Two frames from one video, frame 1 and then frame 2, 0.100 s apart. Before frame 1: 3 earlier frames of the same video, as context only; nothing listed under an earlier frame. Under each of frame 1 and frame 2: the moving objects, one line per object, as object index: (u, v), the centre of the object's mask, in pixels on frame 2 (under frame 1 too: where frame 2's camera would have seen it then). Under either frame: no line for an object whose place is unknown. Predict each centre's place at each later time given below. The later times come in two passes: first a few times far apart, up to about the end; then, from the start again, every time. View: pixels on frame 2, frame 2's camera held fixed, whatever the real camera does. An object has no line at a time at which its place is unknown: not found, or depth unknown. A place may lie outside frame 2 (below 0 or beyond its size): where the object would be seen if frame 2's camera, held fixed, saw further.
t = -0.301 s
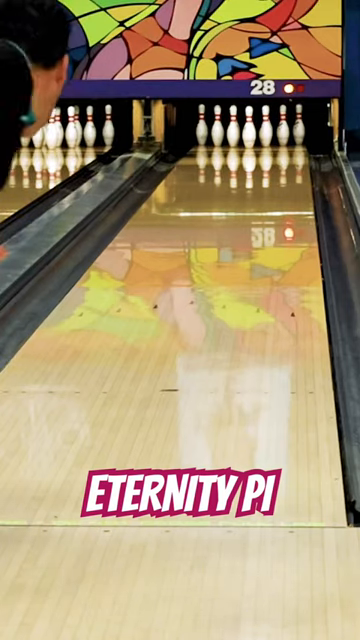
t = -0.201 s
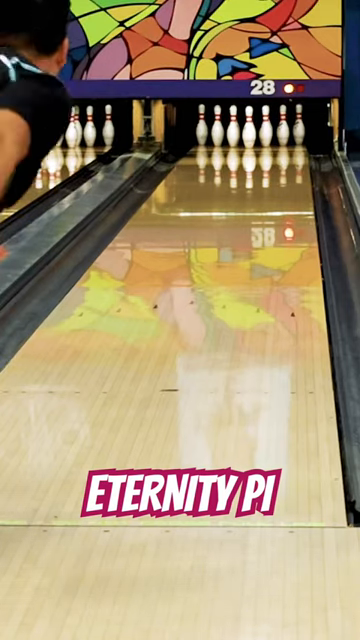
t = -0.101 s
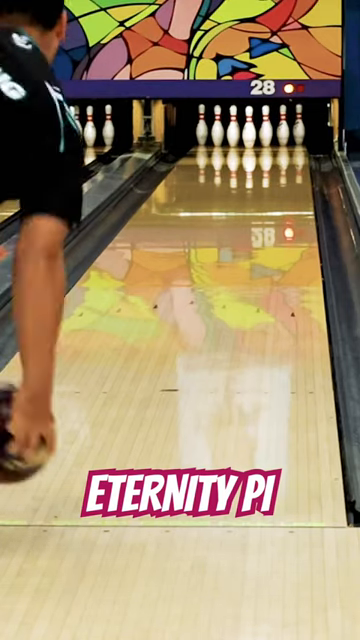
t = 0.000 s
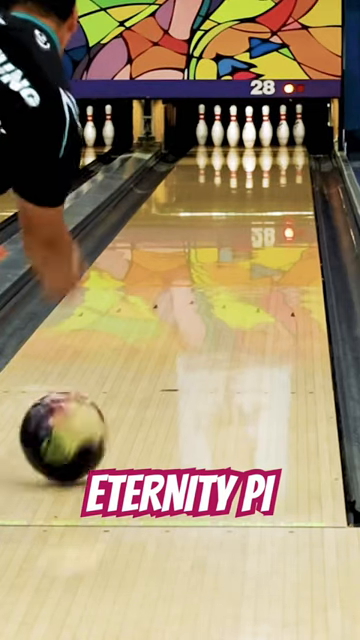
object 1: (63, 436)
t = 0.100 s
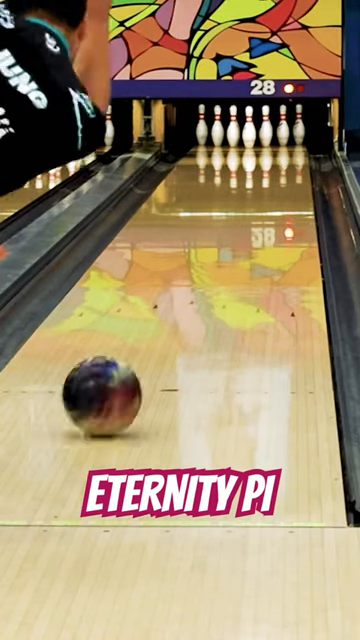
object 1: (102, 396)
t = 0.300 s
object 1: (157, 333)
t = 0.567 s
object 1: (205, 275)
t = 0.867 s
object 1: (239, 232)
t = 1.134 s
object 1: (260, 205)
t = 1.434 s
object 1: (275, 182)
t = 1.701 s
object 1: (284, 167)
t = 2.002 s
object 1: (283, 152)
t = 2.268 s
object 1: (273, 142)
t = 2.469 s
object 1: (264, 136)
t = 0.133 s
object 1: (112, 384)
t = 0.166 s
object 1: (123, 373)
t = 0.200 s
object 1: (131, 362)
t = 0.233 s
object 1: (141, 351)
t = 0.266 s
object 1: (149, 341)
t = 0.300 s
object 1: (157, 333)
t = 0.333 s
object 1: (164, 324)
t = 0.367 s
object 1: (171, 315)
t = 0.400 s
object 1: (177, 307)
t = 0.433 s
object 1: (184, 300)
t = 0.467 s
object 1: (189, 293)
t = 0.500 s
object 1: (195, 287)
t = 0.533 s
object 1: (200, 281)
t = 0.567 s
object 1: (205, 275)
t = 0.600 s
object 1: (209, 269)
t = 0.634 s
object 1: (214, 264)
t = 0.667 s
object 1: (218, 259)
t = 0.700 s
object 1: (222, 254)
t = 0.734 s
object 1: (226, 249)
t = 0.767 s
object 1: (230, 244)
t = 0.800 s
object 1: (233, 239)
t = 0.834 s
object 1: (236, 236)
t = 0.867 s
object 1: (239, 232)
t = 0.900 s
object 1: (242, 228)
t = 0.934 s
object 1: (245, 224)
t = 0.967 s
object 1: (248, 221)
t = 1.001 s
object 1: (251, 217)
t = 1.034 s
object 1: (253, 214)
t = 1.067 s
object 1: (255, 211)
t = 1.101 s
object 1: (258, 207)
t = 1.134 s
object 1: (260, 205)
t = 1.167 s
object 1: (262, 202)
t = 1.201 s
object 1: (263, 199)
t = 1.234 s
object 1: (266, 196)
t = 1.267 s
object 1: (267, 194)
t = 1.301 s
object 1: (269, 191)
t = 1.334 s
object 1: (268, 187)
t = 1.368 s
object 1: (272, 186)
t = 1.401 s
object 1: (274, 184)
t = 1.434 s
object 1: (275, 182)
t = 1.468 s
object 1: (274, 180)
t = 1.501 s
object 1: (278, 178)
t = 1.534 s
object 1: (279, 176)
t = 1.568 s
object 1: (280, 174)
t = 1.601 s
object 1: (279, 171)
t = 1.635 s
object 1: (282, 170)
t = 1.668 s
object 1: (282, 168)
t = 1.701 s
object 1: (284, 167)
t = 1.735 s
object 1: (284, 165)
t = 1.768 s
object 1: (284, 163)
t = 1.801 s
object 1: (285, 160)
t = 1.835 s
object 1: (286, 160)
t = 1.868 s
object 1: (286, 158)
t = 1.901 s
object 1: (285, 156)
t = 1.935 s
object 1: (284, 156)
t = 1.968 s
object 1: (284, 154)
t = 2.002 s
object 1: (283, 152)
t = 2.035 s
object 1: (283, 151)
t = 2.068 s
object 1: (282, 149)
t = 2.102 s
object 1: (280, 148)
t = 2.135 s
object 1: (279, 147)
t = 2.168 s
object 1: (278, 146)
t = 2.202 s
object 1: (276, 145)
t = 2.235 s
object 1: (275, 143)
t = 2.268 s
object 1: (273, 142)
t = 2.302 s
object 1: (271, 141)
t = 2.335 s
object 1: (269, 141)
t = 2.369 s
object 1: (267, 139)
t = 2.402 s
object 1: (265, 138)
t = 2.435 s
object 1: (263, 138)
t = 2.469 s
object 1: (264, 136)
